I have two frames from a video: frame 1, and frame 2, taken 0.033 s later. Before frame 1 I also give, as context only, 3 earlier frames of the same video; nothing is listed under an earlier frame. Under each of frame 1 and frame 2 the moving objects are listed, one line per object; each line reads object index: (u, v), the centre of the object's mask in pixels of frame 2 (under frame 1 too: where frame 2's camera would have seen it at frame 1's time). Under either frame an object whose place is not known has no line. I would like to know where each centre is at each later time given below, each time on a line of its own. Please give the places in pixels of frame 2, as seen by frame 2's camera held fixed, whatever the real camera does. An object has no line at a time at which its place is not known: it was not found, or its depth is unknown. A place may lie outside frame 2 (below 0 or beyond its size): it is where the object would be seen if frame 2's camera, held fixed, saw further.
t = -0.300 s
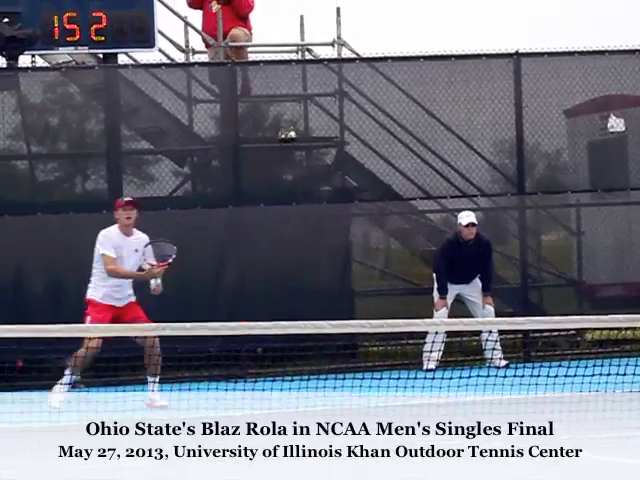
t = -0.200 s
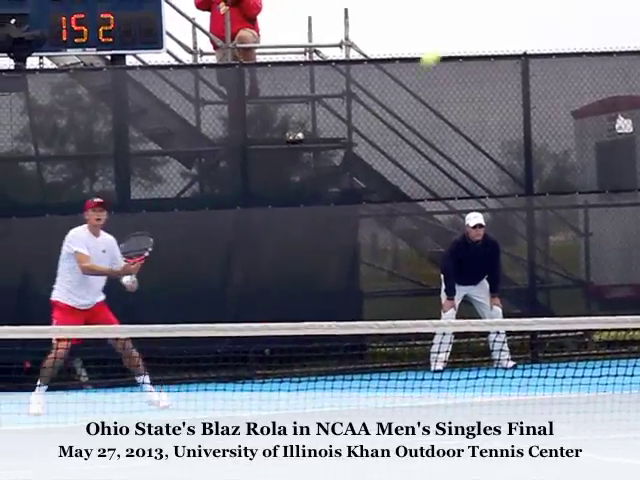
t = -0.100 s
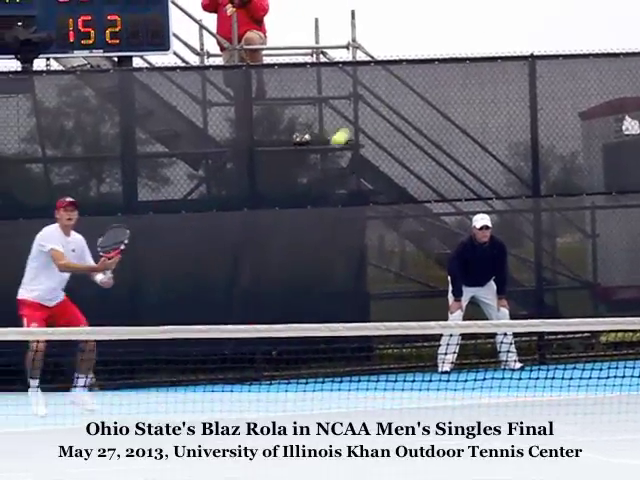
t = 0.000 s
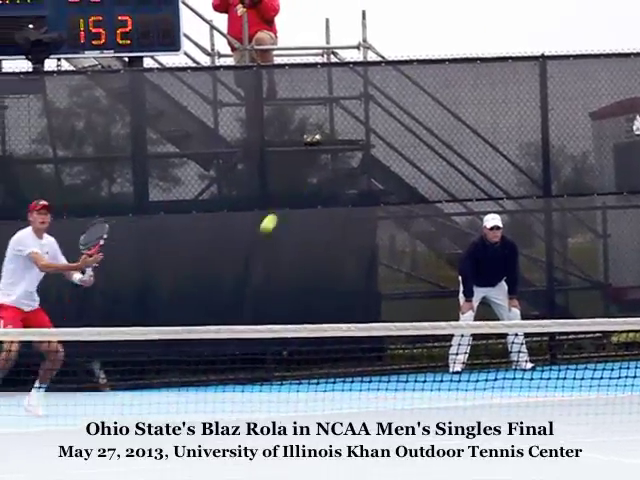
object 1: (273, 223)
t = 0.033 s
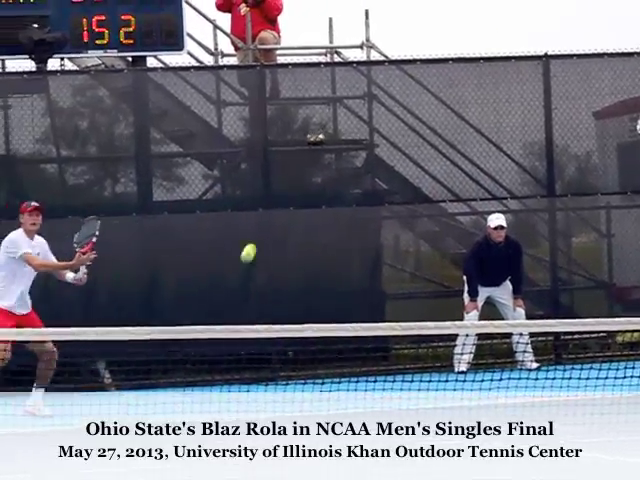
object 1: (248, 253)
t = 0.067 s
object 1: (225, 283)
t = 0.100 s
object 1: (203, 315)
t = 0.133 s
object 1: (181, 348)
